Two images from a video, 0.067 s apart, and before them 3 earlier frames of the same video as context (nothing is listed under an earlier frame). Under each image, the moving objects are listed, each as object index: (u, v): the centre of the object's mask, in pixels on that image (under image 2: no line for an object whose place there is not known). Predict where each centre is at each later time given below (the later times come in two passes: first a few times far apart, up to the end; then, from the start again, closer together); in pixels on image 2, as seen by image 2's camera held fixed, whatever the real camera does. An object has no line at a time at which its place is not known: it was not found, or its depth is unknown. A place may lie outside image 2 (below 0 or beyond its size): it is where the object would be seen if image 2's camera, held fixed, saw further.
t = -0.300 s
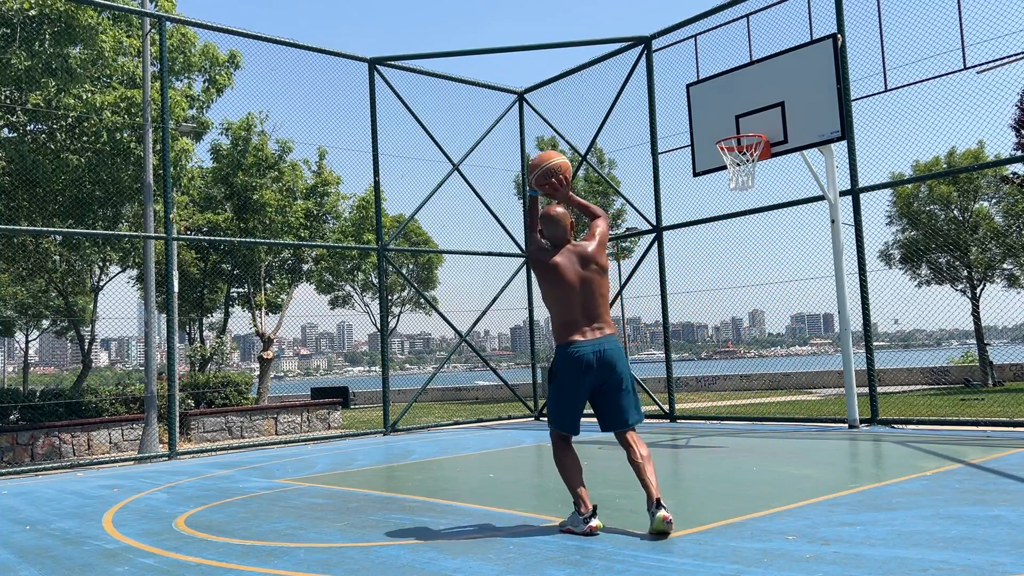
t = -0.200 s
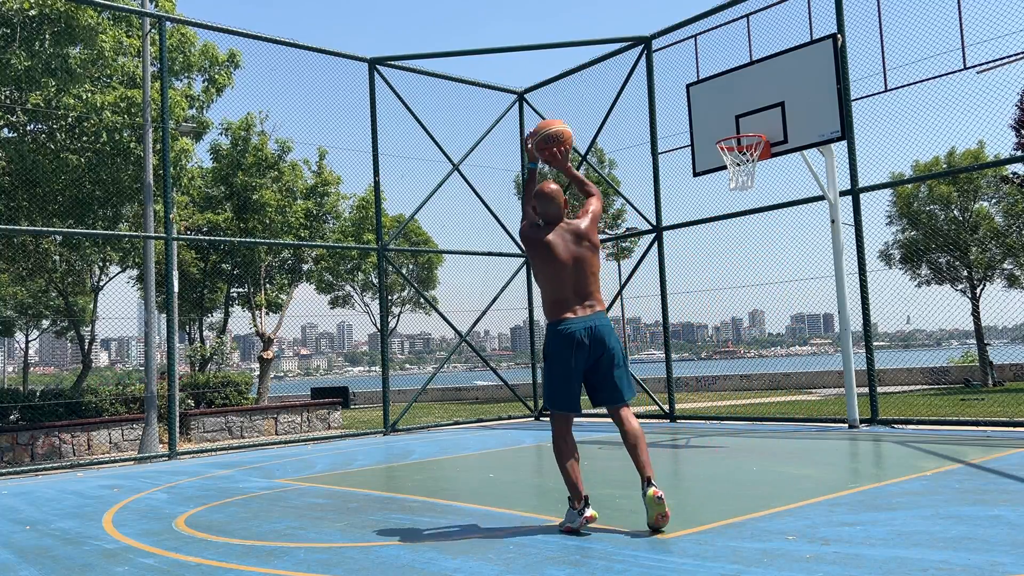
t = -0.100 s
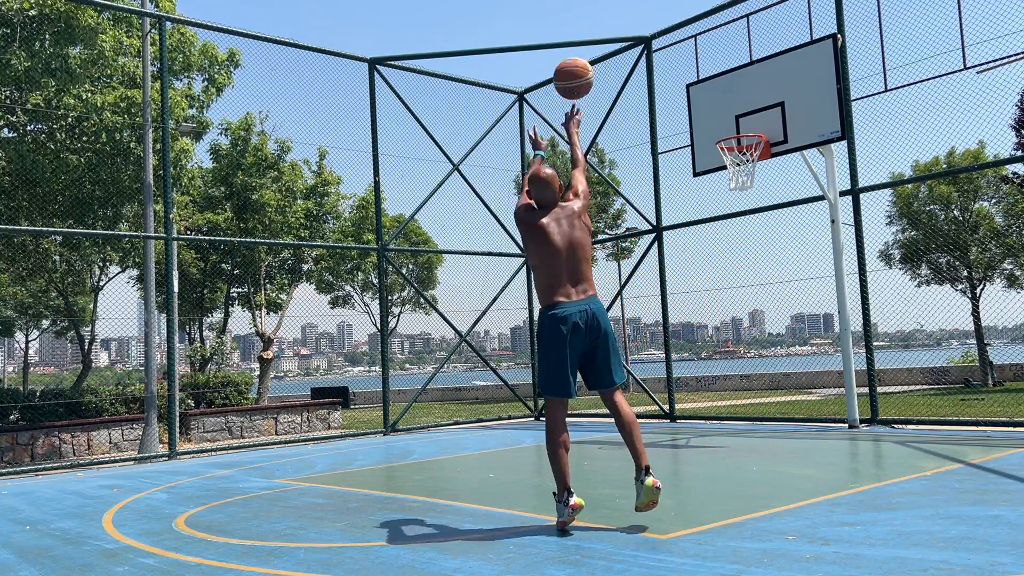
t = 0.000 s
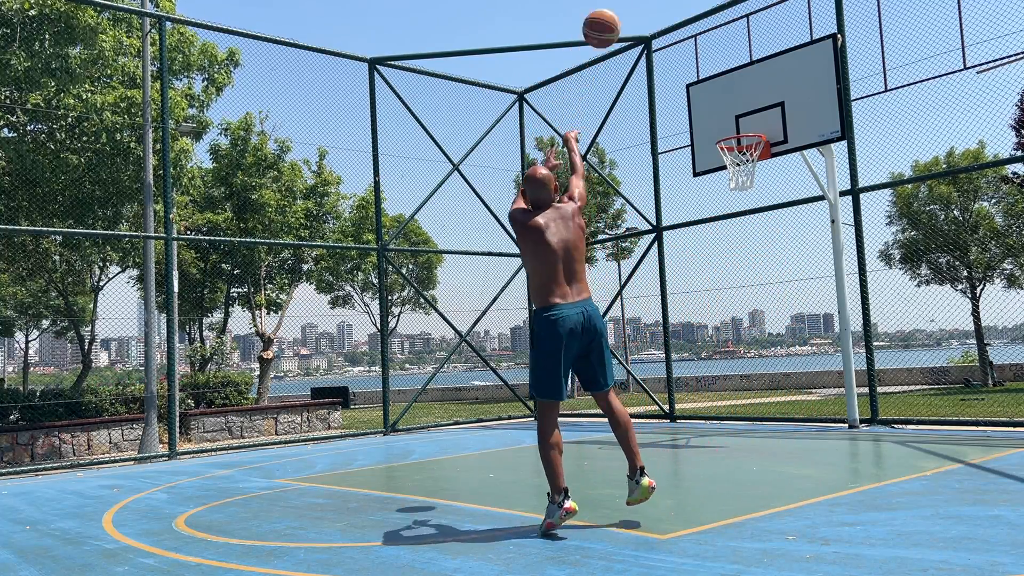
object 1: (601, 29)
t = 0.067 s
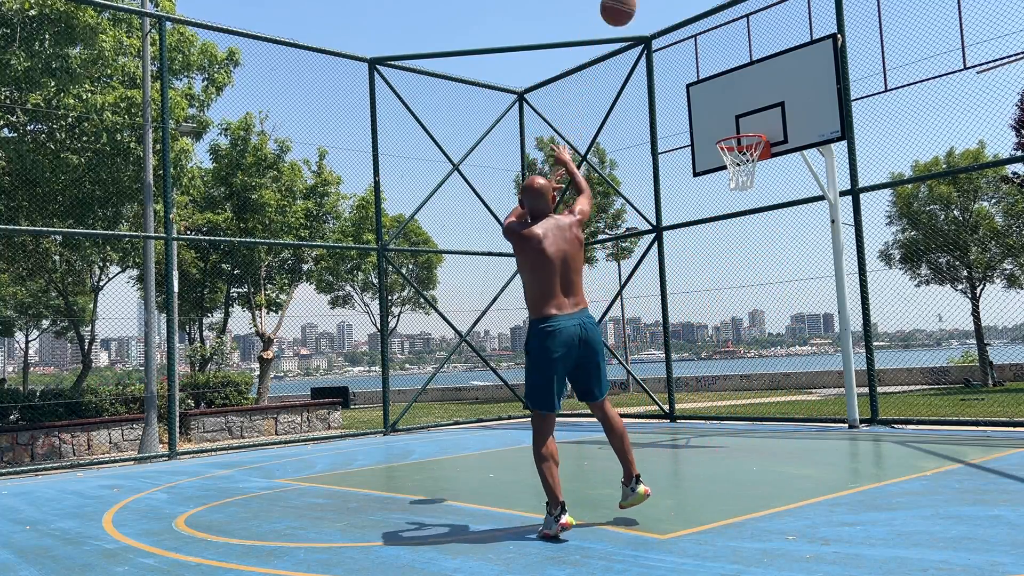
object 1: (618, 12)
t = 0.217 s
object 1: (650, 2)
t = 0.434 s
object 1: (691, 10)
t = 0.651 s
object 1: (727, 71)
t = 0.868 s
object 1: (742, 160)
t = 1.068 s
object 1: (711, 217)
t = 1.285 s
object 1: (678, 315)
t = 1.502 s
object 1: (649, 418)
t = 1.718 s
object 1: (615, 318)
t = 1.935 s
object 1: (582, 260)
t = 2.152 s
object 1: (551, 245)
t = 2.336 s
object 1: (526, 267)
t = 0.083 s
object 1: (621, 10)
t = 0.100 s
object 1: (625, 8)
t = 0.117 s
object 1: (629, 7)
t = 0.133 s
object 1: (633, 5)
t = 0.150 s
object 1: (636, 4)
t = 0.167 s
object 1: (640, 3)
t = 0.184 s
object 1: (643, 3)
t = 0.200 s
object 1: (647, 2)
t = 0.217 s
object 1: (650, 2)
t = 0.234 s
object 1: (653, 2)
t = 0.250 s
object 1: (657, 2)
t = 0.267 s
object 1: (660, 2)
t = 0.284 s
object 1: (663, 2)
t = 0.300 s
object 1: (666, 3)
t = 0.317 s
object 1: (670, 3)
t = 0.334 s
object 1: (673, 4)
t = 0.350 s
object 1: (676, 4)
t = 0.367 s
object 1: (679, 5)
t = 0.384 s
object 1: (682, 6)
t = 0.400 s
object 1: (685, 7)
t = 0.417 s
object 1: (688, 9)
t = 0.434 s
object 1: (691, 10)
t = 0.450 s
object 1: (694, 13)
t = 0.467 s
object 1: (697, 15)
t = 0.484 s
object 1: (700, 19)
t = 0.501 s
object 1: (703, 23)
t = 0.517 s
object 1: (706, 28)
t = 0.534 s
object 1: (708, 32)
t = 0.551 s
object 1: (711, 38)
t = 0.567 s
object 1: (714, 43)
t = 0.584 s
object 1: (716, 48)
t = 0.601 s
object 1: (719, 53)
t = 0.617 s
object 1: (721, 59)
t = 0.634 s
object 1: (724, 65)
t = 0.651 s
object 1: (727, 71)
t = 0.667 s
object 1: (729, 77)
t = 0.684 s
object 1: (732, 83)
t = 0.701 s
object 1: (734, 90)
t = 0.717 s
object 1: (737, 97)
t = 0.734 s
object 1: (739, 104)
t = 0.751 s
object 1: (741, 111)
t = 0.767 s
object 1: (744, 118)
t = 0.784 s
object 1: (746, 124)
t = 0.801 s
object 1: (749, 128)
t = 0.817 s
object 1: (751, 135)
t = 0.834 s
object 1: (750, 143)
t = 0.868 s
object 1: (742, 160)
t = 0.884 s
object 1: (741, 163)
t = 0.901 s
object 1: (738, 170)
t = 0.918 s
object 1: (736, 174)
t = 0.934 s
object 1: (734, 177)
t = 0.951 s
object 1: (730, 181)
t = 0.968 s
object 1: (728, 186)
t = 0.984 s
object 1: (725, 190)
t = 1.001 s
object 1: (722, 195)
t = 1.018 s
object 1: (719, 200)
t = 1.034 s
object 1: (717, 206)
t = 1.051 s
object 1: (714, 211)
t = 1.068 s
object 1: (711, 217)
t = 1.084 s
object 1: (708, 223)
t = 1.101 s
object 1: (706, 230)
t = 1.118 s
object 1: (703, 236)
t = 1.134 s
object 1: (700, 243)
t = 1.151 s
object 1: (698, 250)
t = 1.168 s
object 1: (695, 257)
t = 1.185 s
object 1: (693, 265)
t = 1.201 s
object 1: (690, 273)
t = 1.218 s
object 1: (688, 281)
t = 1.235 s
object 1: (685, 289)
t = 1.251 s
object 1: (683, 297)
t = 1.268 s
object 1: (680, 306)
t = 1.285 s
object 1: (678, 315)
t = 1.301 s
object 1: (676, 324)
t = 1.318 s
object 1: (673, 335)
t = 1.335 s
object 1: (671, 343)
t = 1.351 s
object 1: (669, 353)
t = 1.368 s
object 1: (667, 363)
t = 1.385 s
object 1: (665, 373)
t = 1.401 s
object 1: (663, 384)
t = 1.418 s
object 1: (661, 395)
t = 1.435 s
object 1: (659, 407)
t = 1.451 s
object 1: (656, 417)
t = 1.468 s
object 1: (654, 429)
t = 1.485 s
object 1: (652, 428)
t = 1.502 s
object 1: (649, 418)
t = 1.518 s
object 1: (646, 410)
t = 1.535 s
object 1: (643, 400)
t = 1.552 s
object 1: (641, 391)
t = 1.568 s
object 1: (638, 382)
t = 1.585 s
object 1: (636, 374)
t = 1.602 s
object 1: (633, 366)
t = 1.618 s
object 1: (631, 358)
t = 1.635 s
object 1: (628, 351)
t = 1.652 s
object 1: (625, 343)
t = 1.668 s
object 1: (622, 337)
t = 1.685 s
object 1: (620, 330)
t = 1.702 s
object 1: (617, 324)
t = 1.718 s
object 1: (615, 318)
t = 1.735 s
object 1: (612, 311)
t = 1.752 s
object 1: (610, 306)
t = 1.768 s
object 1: (607, 301)
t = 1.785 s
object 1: (604, 295)
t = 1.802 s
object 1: (602, 290)
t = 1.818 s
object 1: (600, 286)
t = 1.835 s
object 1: (597, 281)
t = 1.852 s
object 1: (594, 277)
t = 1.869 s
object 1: (592, 273)
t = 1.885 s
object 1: (590, 269)
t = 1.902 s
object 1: (587, 266)
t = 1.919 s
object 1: (584, 262)
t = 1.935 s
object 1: (582, 260)
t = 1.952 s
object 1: (580, 257)
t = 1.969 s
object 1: (577, 255)
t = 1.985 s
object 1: (575, 253)
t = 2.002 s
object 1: (573, 251)
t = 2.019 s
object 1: (570, 249)
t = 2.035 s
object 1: (568, 247)
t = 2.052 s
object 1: (566, 247)
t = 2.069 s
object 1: (564, 246)
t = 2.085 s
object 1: (561, 245)
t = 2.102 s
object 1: (558, 244)
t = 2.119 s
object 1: (556, 244)
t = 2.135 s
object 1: (553, 244)
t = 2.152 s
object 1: (551, 245)
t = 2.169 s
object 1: (549, 245)
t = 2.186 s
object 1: (547, 246)
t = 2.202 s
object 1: (544, 247)
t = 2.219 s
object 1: (542, 249)
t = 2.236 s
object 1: (540, 251)
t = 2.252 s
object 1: (538, 252)
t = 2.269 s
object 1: (536, 254)
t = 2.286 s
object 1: (533, 257)
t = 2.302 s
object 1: (530, 260)
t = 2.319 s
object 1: (528, 264)
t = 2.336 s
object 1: (526, 267)
